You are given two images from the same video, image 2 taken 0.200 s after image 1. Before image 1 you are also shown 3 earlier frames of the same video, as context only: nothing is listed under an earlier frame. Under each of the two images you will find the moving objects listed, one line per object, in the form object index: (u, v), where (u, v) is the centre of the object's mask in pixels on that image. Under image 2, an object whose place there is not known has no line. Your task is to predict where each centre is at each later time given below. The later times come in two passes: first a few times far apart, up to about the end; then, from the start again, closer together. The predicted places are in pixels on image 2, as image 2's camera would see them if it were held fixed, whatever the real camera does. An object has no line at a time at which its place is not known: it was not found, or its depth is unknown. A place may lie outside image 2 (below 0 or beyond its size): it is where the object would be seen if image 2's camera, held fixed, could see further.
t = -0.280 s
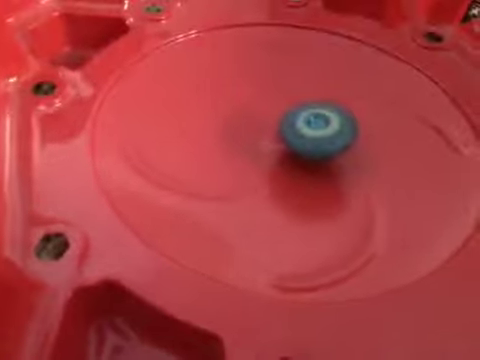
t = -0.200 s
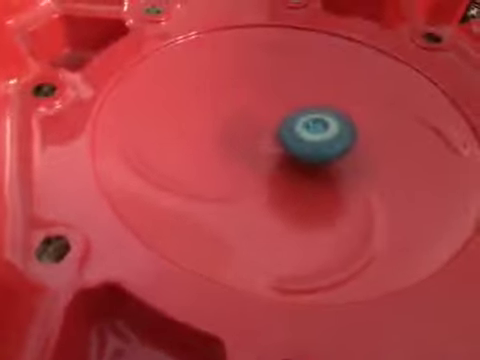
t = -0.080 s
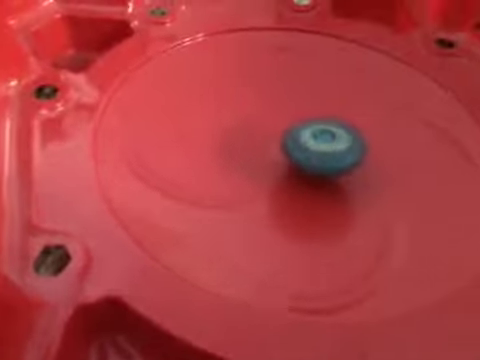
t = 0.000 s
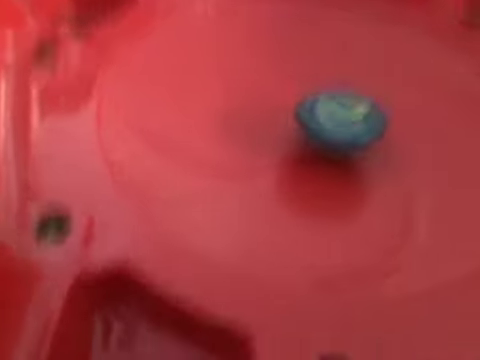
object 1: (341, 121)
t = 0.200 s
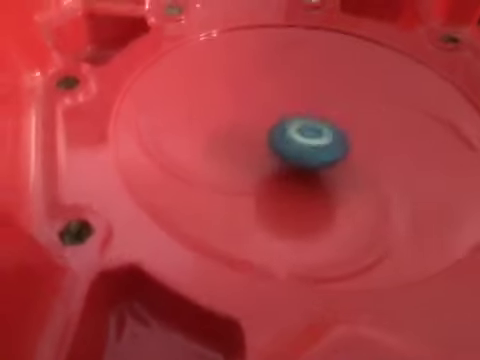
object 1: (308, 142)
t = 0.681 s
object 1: (289, 106)
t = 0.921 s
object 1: (304, 100)
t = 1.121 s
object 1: (323, 106)
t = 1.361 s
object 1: (336, 121)
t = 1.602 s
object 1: (329, 133)
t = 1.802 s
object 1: (314, 134)
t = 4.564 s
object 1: (326, 109)
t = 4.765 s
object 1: (334, 117)
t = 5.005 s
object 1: (328, 131)
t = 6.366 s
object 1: (305, 102)
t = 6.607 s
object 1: (324, 107)
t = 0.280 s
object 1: (304, 138)
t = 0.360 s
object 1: (299, 134)
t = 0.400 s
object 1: (297, 132)
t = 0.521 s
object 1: (288, 122)
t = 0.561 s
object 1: (287, 117)
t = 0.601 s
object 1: (287, 113)
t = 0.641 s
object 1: (287, 109)
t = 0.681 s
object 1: (289, 106)
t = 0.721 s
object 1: (292, 104)
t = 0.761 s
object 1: (294, 102)
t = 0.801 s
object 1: (297, 101)
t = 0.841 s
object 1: (299, 100)
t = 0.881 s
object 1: (302, 100)
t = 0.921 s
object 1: (304, 100)
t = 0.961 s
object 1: (307, 100)
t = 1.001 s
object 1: (311, 101)
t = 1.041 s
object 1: (314, 102)
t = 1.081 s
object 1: (319, 104)
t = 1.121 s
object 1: (323, 106)
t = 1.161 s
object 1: (326, 109)
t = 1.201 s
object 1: (330, 112)
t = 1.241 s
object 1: (332, 114)
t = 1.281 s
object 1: (333, 116)
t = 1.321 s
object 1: (335, 119)
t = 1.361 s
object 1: (336, 121)
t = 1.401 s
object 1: (336, 123)
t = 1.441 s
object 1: (336, 126)
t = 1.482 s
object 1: (335, 128)
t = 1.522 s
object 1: (334, 129)
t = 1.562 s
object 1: (332, 131)
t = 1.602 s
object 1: (329, 133)
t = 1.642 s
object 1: (327, 134)
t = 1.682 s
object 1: (324, 134)
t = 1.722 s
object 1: (321, 134)
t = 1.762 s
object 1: (318, 134)
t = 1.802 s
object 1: (314, 134)
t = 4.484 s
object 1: (321, 106)
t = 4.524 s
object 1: (324, 107)
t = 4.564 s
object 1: (326, 109)
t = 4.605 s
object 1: (329, 110)
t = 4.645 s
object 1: (330, 112)
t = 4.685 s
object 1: (331, 113)
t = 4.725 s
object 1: (332, 115)
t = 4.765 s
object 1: (334, 117)
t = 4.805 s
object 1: (333, 120)
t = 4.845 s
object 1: (333, 123)
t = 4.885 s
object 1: (333, 125)
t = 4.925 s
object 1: (331, 127)
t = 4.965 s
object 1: (329, 129)
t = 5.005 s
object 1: (328, 131)
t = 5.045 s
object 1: (326, 133)
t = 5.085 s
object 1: (323, 134)
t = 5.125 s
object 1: (320, 135)
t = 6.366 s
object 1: (305, 102)
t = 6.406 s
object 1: (309, 102)
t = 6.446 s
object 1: (313, 103)
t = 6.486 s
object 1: (315, 104)
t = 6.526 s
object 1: (319, 105)
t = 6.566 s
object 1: (322, 105)
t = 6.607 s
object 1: (324, 107)
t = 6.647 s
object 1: (327, 109)
